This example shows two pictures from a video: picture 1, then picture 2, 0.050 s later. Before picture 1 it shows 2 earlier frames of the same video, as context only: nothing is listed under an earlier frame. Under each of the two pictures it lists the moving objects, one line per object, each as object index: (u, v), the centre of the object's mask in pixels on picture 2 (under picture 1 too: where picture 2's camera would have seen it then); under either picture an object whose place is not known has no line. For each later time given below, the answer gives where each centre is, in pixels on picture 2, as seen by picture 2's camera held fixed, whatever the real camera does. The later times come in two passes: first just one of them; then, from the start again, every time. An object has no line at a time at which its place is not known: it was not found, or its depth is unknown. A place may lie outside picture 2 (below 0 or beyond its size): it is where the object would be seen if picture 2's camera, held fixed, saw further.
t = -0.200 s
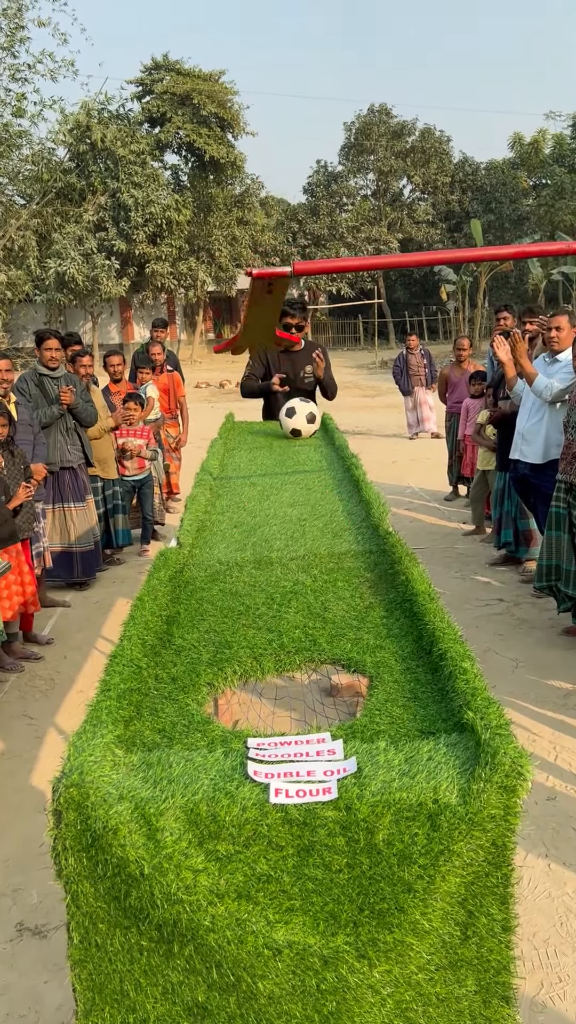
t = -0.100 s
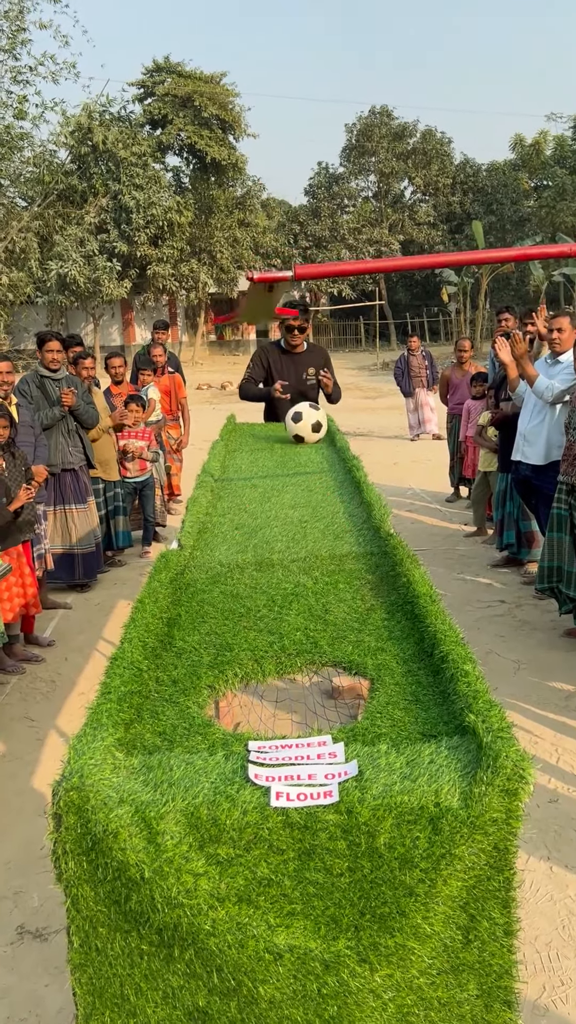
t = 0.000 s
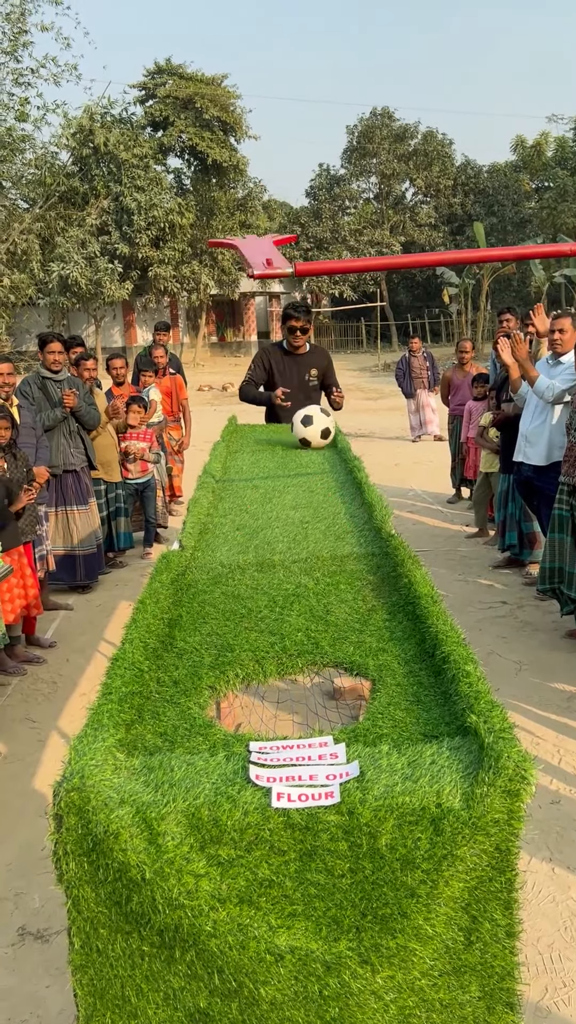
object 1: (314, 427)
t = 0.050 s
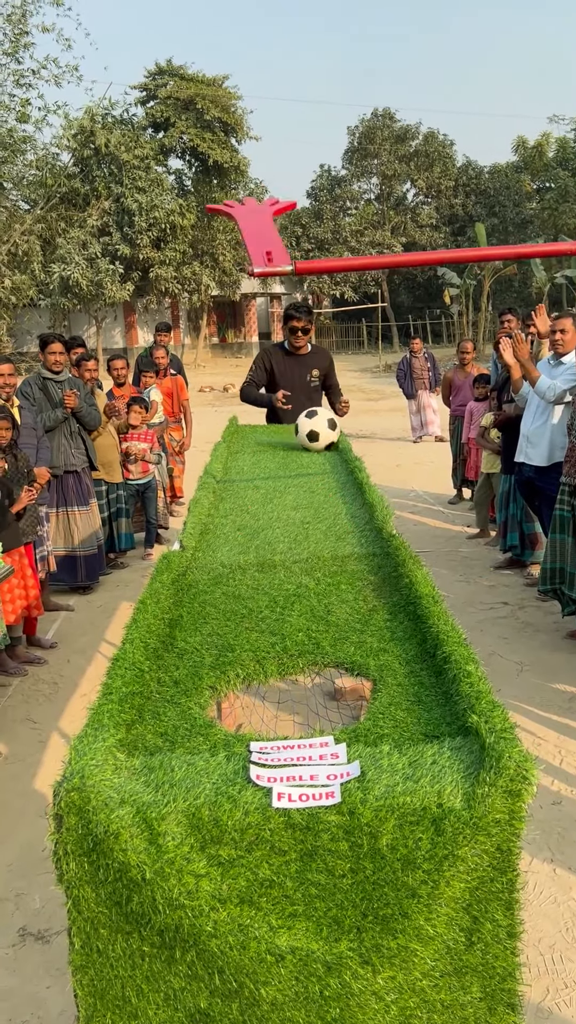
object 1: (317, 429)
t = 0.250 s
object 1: (323, 436)
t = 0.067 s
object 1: (318, 430)
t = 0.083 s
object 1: (319, 430)
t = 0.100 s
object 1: (321, 431)
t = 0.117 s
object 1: (322, 431)
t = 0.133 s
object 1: (322, 432)
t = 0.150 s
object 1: (323, 432)
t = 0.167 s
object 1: (324, 433)
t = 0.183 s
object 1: (324, 433)
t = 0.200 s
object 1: (324, 433)
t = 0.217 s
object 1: (324, 435)
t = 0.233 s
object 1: (323, 436)
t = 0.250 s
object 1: (323, 436)
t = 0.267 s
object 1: (323, 436)
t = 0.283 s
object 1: (323, 437)
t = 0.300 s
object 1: (323, 438)
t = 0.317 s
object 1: (323, 438)
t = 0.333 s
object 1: (322, 439)
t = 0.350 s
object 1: (323, 440)
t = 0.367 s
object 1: (323, 440)
